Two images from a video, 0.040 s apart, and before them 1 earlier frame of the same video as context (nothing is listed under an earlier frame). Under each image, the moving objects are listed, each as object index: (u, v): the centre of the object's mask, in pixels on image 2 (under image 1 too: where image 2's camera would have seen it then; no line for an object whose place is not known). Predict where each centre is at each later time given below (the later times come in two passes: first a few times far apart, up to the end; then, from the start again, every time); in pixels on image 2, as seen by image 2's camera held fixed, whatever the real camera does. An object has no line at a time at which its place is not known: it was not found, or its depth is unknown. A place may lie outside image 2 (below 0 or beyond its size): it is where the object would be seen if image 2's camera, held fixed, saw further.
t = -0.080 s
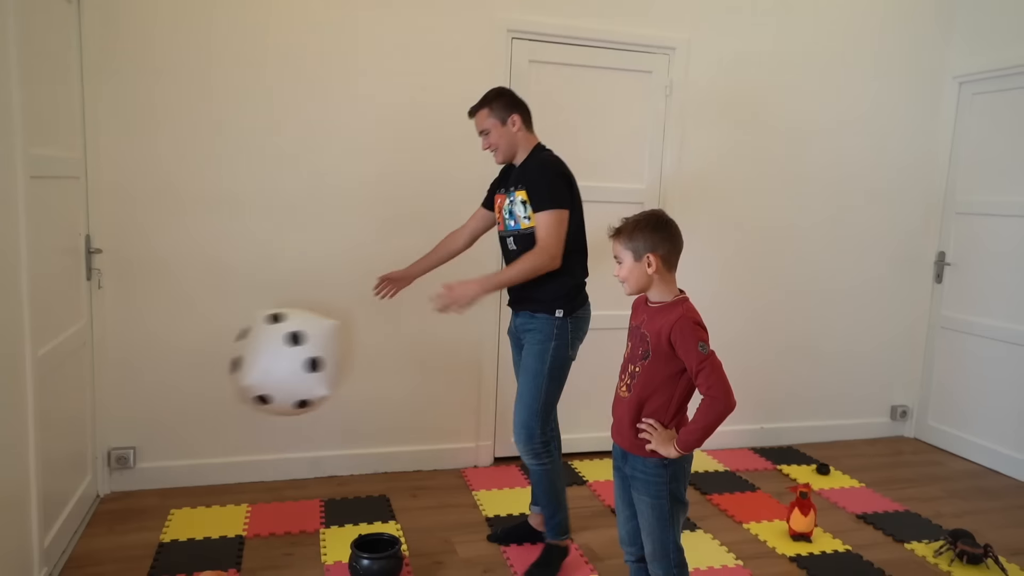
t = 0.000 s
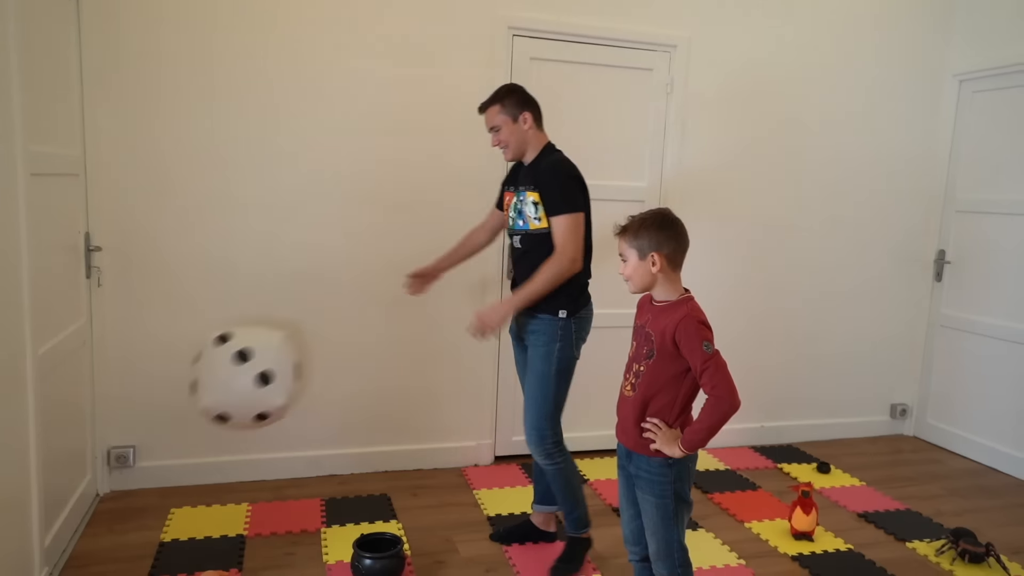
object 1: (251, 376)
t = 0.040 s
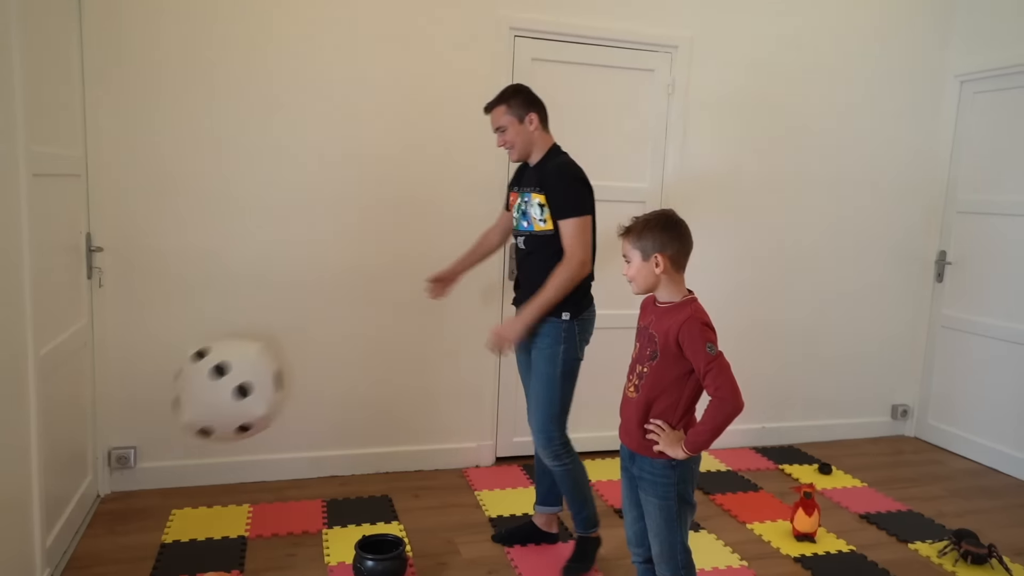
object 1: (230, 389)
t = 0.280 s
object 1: (150, 445)
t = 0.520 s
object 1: (139, 408)
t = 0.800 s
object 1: (131, 459)
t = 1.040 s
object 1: (150, 456)
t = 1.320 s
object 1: (181, 477)
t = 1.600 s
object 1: (221, 483)
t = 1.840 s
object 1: (257, 485)
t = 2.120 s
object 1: (302, 480)
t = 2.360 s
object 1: (330, 481)
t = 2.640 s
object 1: (358, 482)
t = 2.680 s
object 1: (362, 482)
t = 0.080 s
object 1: (212, 403)
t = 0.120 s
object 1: (195, 419)
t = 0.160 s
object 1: (179, 438)
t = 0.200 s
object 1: (162, 457)
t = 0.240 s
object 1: (154, 461)
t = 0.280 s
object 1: (150, 445)
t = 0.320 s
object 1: (148, 432)
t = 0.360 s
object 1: (145, 422)
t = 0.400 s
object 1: (142, 415)
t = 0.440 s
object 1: (141, 412)
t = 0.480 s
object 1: (140, 408)
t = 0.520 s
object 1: (139, 408)
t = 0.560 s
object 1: (137, 409)
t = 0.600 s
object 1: (135, 412)
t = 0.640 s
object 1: (133, 417)
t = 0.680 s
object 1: (131, 424)
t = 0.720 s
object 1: (130, 434)
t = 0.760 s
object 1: (129, 445)
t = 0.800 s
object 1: (131, 459)
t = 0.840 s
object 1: (132, 473)
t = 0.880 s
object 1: (135, 472)
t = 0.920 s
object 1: (139, 465)
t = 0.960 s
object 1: (143, 459)
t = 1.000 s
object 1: (147, 456)
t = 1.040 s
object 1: (150, 456)
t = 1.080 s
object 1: (153, 458)
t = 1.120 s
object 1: (158, 460)
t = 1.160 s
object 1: (162, 466)
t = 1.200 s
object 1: (165, 473)
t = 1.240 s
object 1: (170, 474)
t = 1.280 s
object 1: (175, 474)
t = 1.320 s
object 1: (181, 477)
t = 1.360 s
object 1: (186, 482)
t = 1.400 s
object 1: (192, 483)
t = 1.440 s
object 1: (198, 482)
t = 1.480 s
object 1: (203, 484)
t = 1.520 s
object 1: (209, 487)
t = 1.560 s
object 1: (215, 485)
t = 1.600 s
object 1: (221, 483)
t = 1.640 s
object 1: (227, 482)
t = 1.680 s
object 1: (232, 481)
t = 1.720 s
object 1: (238, 482)
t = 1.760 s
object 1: (244, 482)
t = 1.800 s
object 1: (250, 484)
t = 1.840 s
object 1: (257, 485)
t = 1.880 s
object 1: (264, 486)
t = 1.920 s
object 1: (271, 485)
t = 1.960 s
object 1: (277, 484)
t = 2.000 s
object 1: (284, 483)
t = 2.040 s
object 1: (290, 482)
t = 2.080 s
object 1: (296, 482)
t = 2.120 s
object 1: (302, 480)
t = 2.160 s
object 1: (307, 478)
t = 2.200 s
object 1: (312, 478)
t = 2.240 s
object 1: (317, 479)
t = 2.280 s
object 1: (322, 480)
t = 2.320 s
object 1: (326, 480)
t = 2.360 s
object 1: (330, 481)
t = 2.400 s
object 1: (335, 481)
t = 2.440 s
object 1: (339, 481)
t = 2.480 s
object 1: (343, 482)
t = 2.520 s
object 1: (347, 482)
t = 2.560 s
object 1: (351, 482)
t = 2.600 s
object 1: (354, 482)
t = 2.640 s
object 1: (358, 482)
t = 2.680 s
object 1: (362, 482)
